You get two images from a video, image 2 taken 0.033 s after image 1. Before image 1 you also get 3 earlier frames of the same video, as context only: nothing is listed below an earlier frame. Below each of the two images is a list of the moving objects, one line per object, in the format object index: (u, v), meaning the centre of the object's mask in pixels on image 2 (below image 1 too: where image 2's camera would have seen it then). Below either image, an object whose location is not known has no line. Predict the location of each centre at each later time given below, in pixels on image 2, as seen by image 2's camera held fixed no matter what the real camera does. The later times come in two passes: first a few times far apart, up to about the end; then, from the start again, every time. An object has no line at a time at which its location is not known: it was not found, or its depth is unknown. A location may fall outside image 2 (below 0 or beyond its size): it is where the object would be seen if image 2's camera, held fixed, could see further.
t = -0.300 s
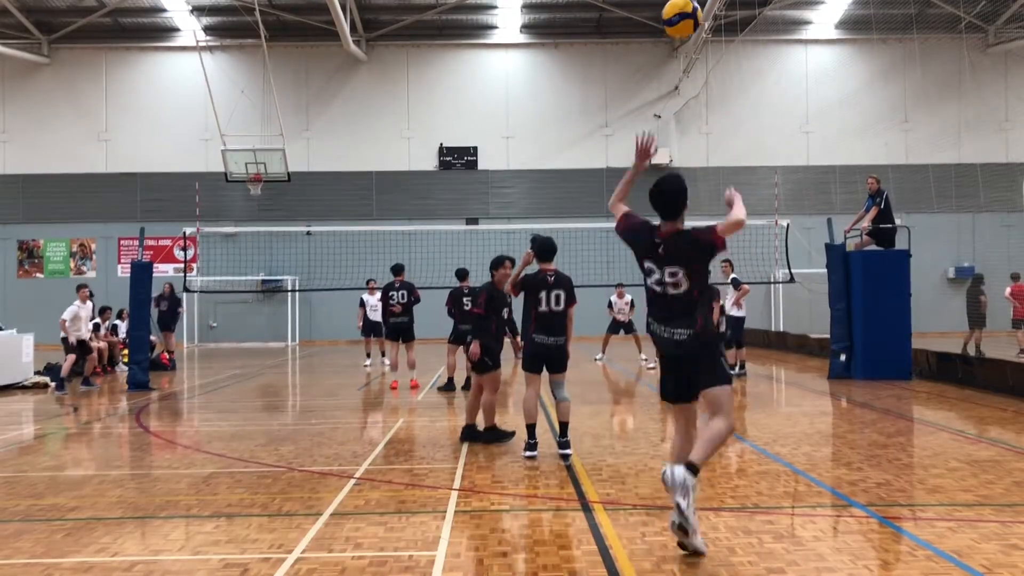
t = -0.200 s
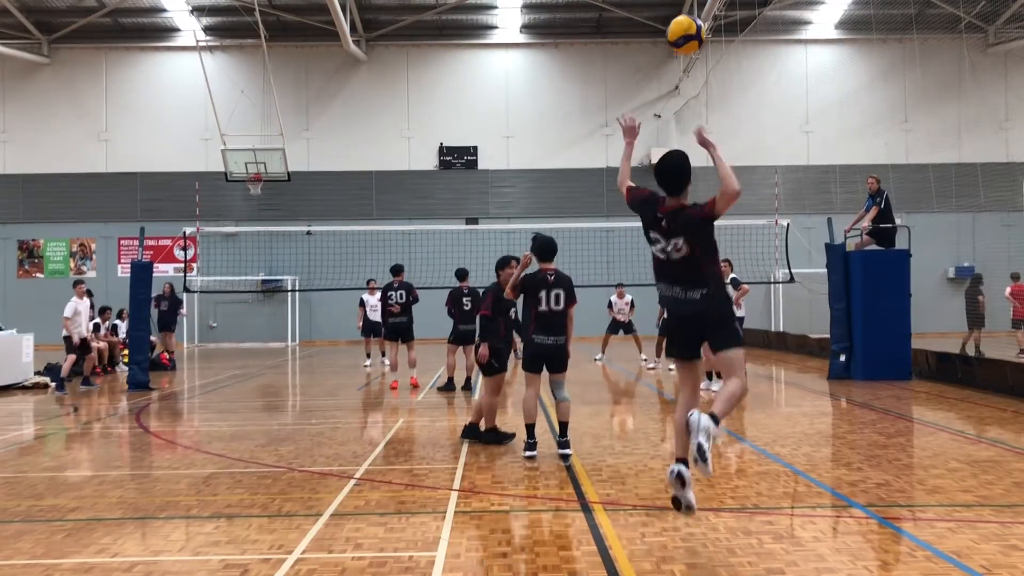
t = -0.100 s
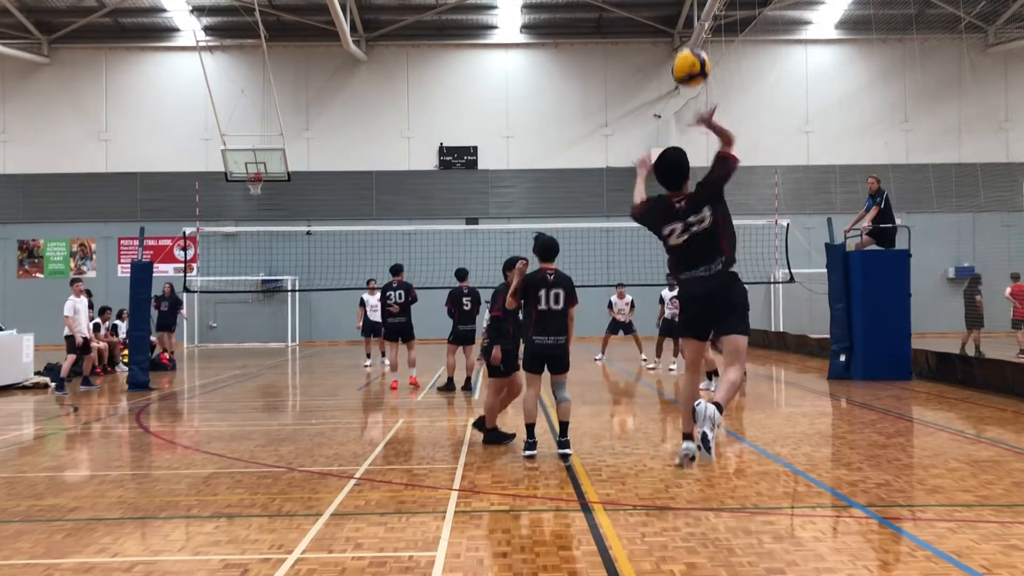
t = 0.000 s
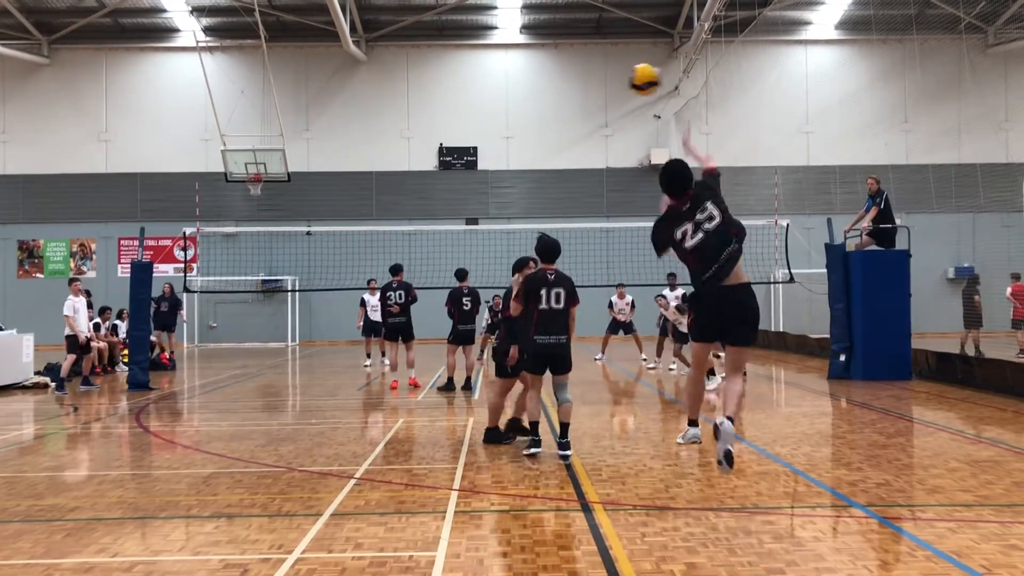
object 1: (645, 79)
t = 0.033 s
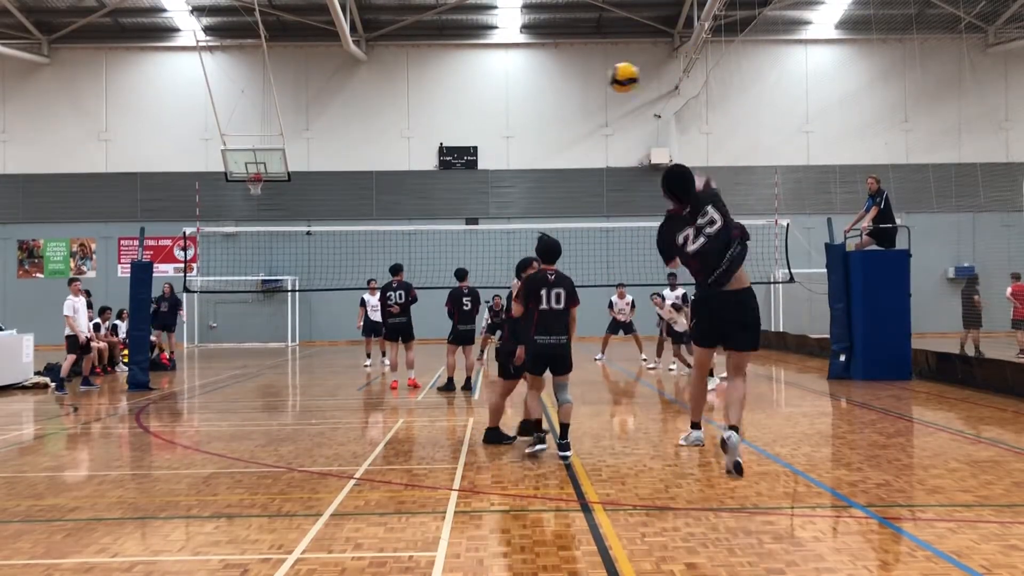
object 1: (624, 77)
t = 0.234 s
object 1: (549, 92)
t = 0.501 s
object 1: (509, 146)
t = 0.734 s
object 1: (492, 208)
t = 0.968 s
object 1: (481, 269)
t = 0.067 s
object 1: (606, 77)
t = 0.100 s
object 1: (591, 79)
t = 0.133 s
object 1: (577, 81)
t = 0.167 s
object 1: (566, 84)
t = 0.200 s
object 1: (557, 88)
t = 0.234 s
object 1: (549, 92)
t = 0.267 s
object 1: (541, 97)
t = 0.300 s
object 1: (535, 104)
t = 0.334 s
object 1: (530, 108)
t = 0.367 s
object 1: (524, 116)
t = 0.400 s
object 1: (520, 123)
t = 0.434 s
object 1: (516, 131)
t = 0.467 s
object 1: (512, 139)
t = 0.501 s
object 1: (509, 146)
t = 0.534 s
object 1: (506, 155)
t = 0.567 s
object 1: (503, 163)
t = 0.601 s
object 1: (500, 172)
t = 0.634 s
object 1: (497, 180)
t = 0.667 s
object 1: (495, 189)
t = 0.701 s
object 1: (494, 198)
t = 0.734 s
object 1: (492, 208)
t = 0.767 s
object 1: (490, 216)
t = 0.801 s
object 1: (489, 225)
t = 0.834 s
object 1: (487, 235)
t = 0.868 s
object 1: (485, 243)
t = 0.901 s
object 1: (483, 253)
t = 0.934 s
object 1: (482, 262)
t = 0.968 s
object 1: (481, 269)
